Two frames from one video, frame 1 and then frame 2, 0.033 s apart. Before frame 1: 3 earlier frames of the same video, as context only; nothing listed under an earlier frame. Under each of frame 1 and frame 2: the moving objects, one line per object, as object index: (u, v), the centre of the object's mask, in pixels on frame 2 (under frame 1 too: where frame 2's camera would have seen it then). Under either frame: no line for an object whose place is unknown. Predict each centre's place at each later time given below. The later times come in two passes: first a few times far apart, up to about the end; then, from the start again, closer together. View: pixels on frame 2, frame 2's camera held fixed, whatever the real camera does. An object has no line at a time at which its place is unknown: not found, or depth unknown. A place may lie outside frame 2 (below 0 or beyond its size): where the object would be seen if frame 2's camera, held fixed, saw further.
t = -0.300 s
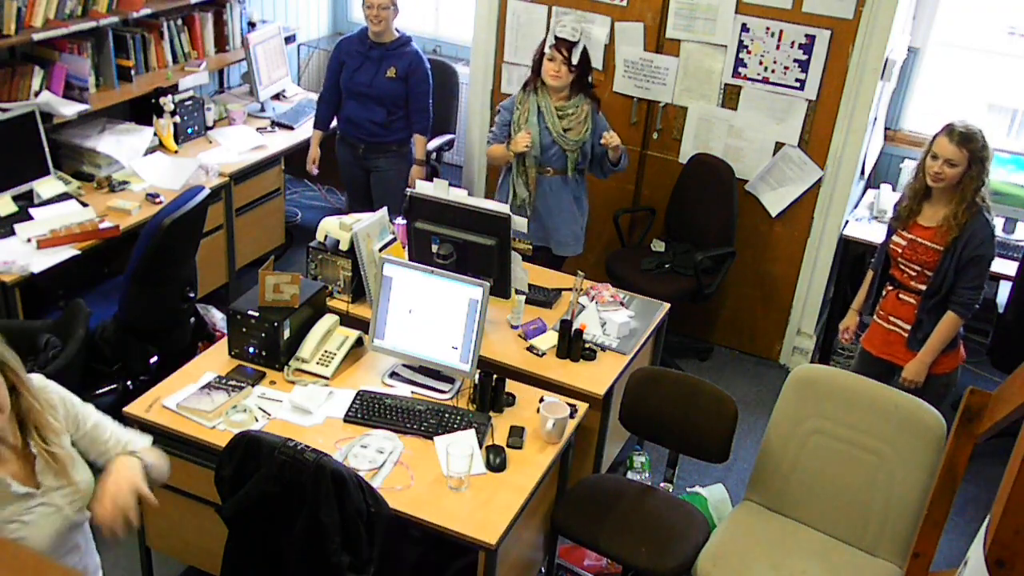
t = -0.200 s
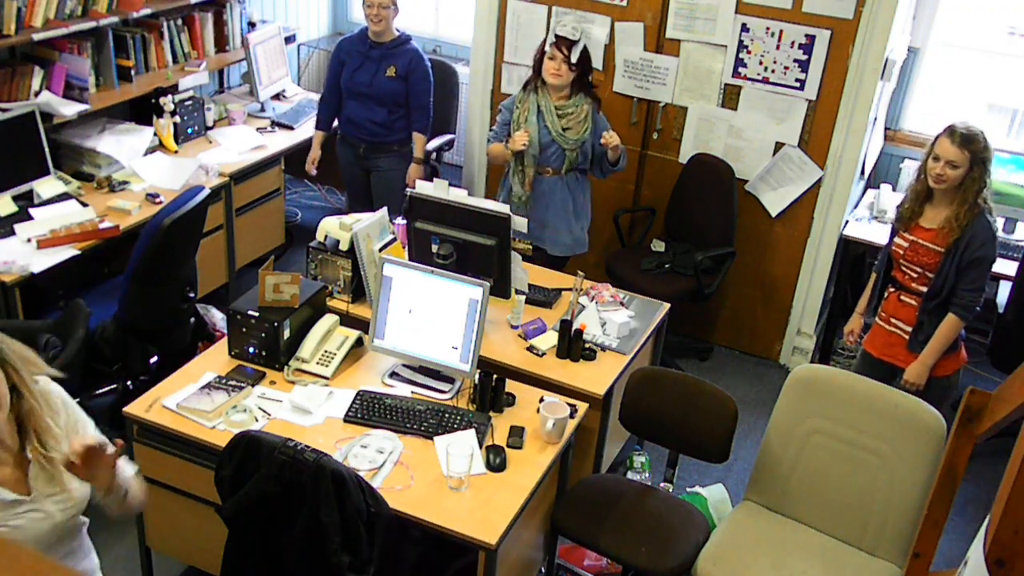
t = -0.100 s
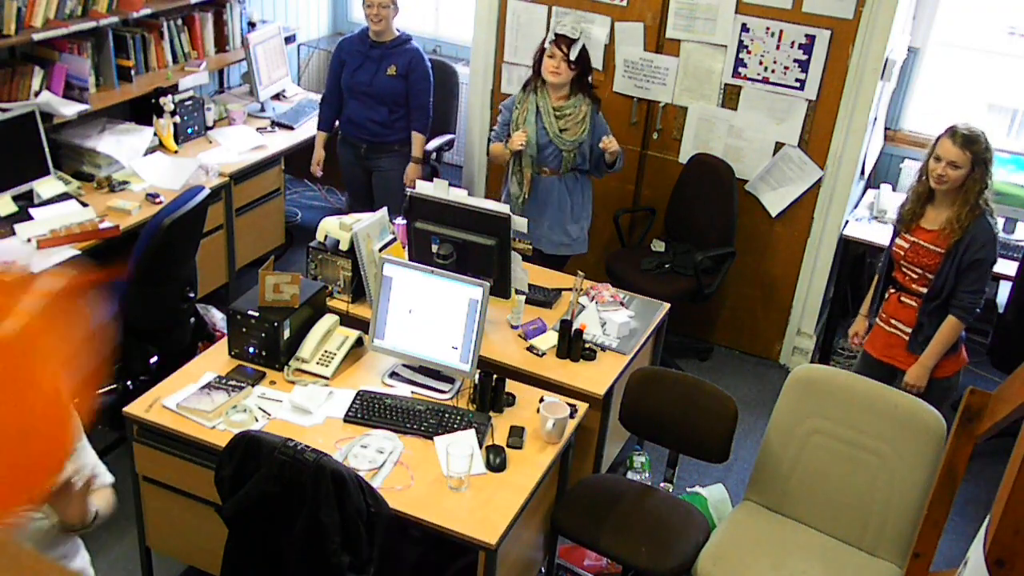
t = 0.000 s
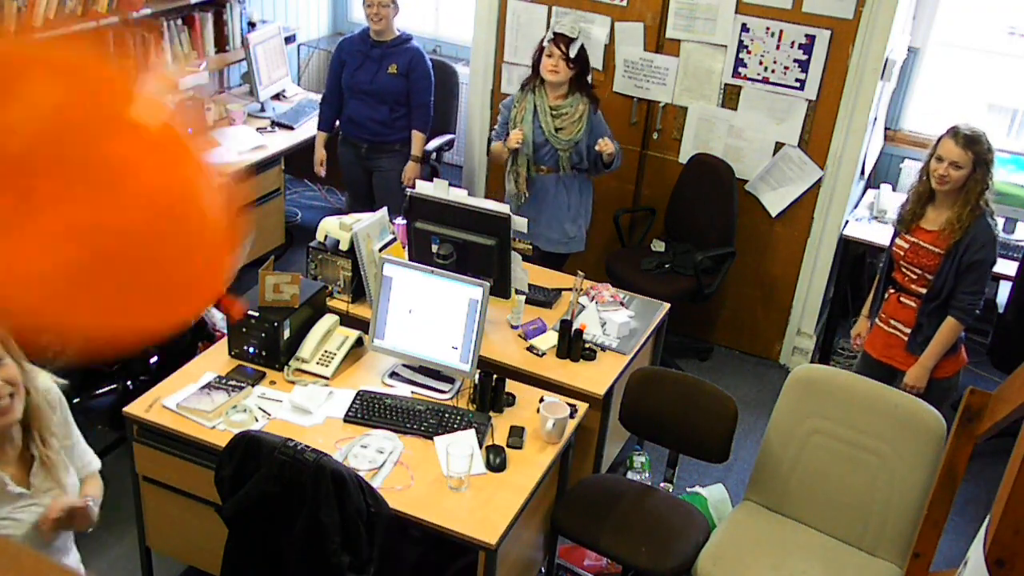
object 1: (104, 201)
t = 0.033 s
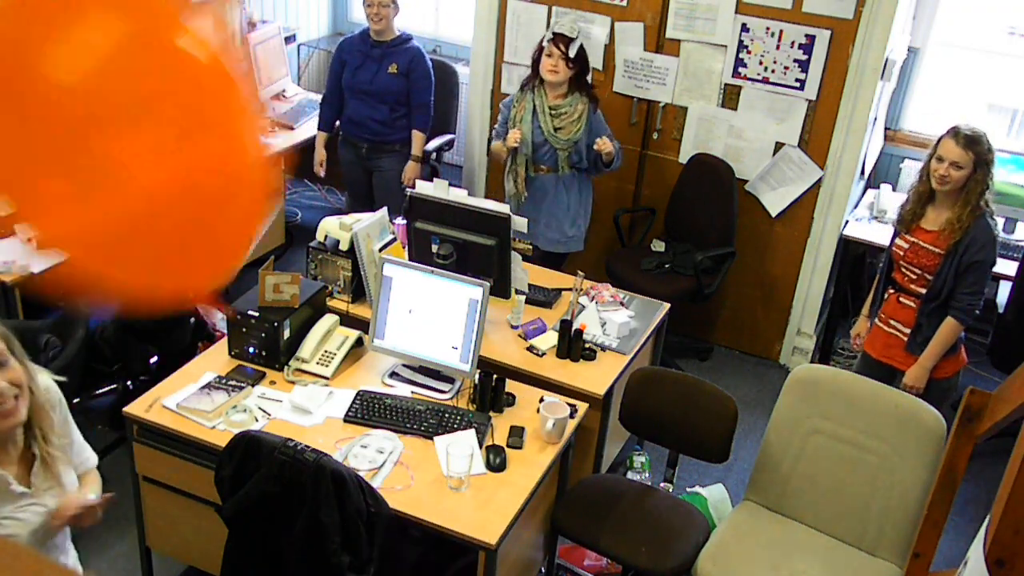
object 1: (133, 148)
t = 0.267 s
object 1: (441, 56)
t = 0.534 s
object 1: (626, 85)
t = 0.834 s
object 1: (719, 305)
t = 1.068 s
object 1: (719, 500)
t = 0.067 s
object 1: (170, 121)
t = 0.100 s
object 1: (223, 93)
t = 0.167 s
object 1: (309, 61)
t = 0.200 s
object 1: (364, 56)
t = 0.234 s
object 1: (407, 56)
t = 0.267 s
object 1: (441, 56)
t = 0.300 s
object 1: (468, 58)
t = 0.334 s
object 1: (495, 58)
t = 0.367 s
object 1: (517, 61)
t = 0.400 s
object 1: (537, 64)
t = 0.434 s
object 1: (559, 69)
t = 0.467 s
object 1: (583, 73)
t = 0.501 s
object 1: (605, 78)
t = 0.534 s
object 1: (626, 85)
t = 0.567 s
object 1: (645, 100)
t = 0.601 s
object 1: (662, 112)
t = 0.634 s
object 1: (676, 130)
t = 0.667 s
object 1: (689, 158)
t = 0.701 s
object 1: (699, 183)
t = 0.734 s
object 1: (707, 214)
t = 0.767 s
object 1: (712, 243)
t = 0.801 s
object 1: (715, 276)
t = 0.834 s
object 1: (719, 305)
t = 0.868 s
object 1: (723, 338)
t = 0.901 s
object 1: (725, 368)
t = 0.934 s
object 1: (727, 398)
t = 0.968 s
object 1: (725, 432)
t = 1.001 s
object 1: (724, 463)
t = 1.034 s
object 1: (722, 484)
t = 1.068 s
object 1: (719, 500)
